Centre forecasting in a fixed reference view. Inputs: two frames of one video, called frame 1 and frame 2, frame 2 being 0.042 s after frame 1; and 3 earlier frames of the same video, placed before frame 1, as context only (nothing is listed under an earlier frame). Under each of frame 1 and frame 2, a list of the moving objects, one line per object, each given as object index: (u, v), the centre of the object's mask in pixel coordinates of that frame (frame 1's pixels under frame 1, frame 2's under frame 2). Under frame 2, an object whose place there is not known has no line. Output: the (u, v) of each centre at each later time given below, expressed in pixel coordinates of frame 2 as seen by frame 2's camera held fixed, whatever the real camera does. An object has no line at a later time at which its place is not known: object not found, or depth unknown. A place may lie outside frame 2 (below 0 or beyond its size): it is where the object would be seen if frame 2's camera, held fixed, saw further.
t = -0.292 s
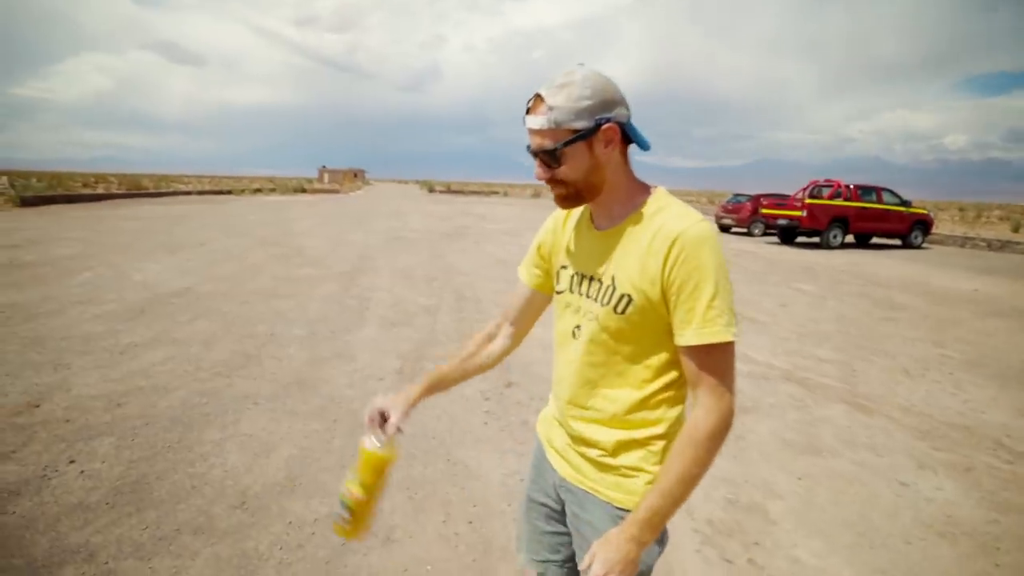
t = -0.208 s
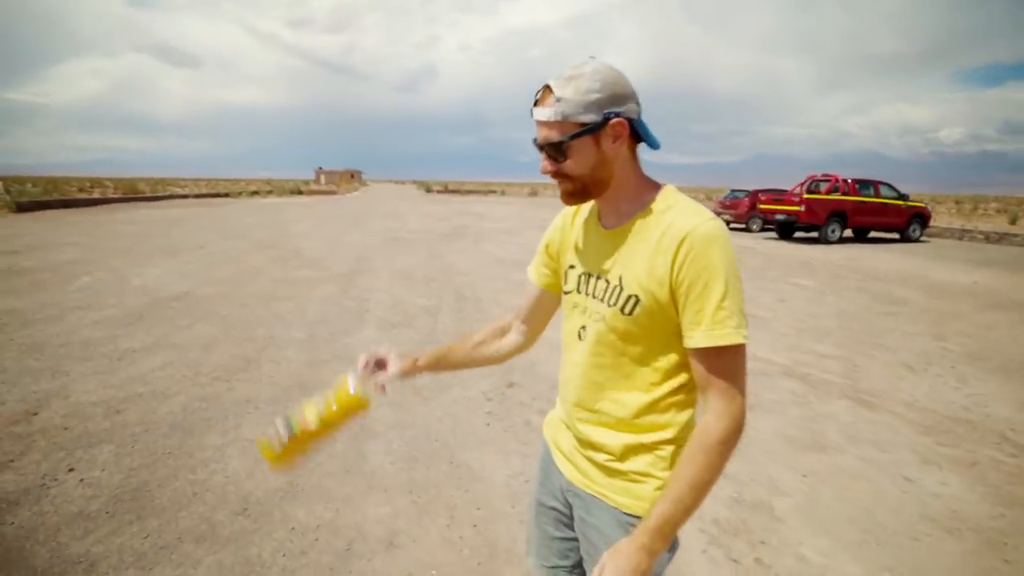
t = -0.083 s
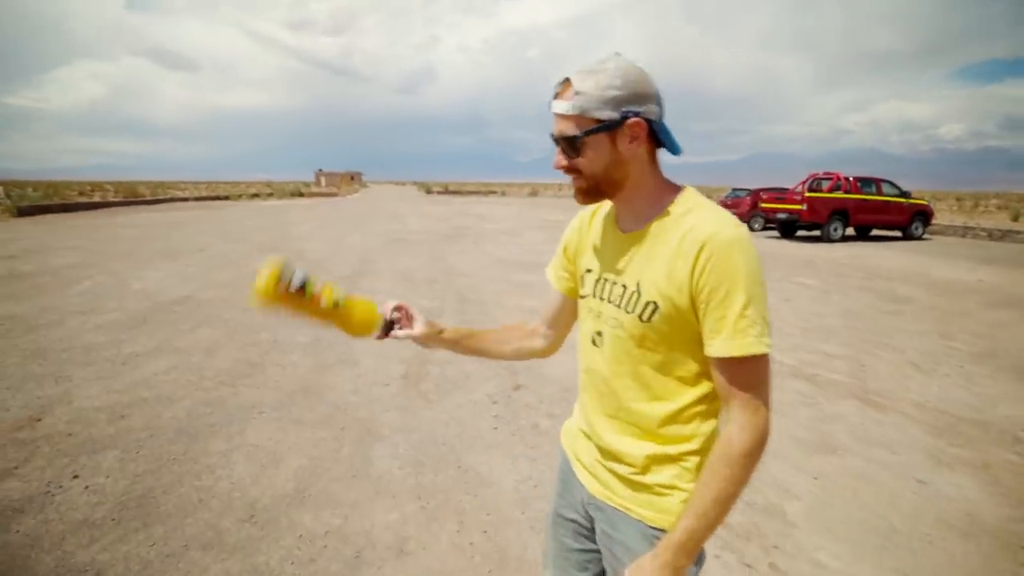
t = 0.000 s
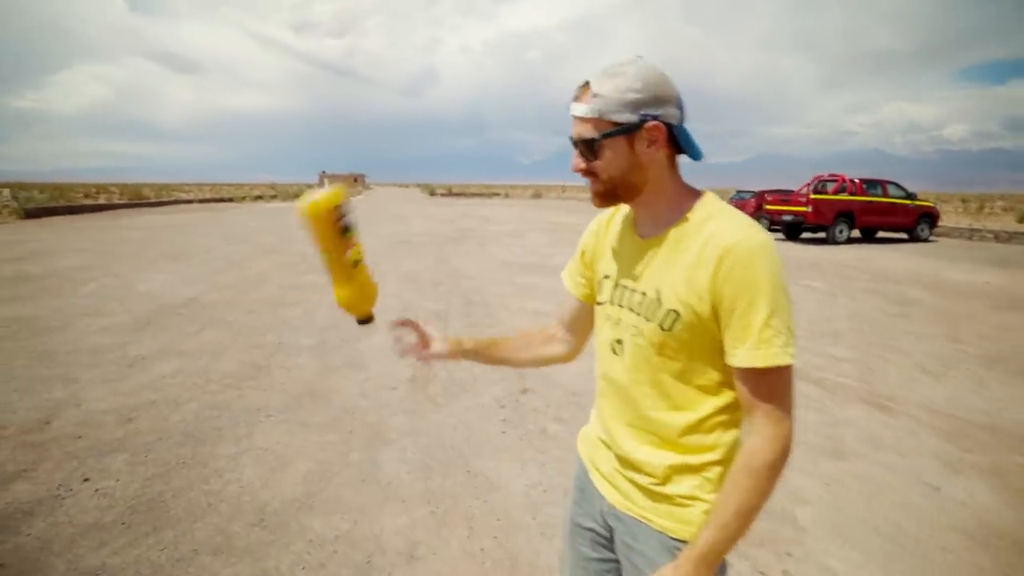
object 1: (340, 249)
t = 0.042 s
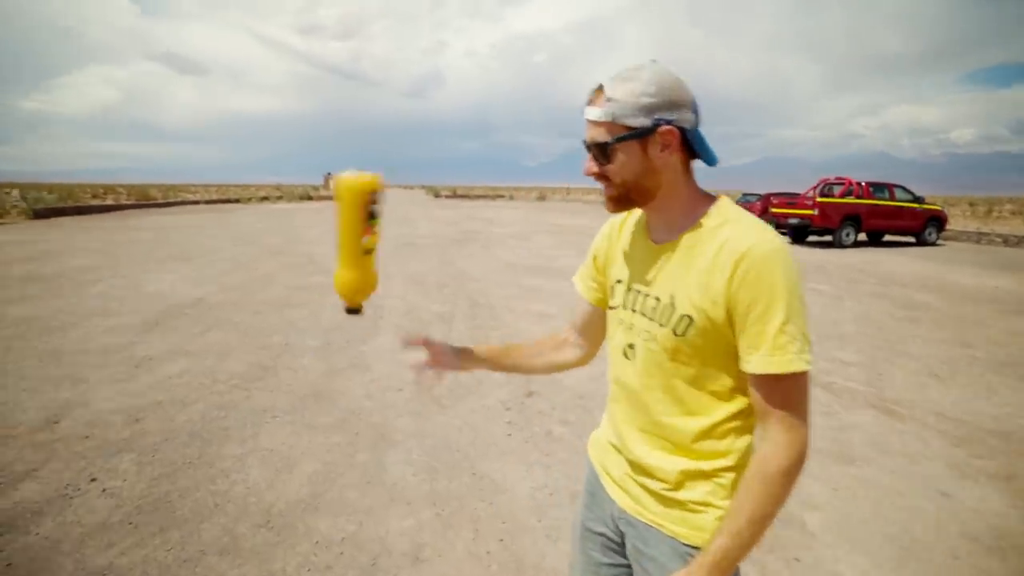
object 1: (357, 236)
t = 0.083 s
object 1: (362, 227)
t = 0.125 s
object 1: (368, 227)
